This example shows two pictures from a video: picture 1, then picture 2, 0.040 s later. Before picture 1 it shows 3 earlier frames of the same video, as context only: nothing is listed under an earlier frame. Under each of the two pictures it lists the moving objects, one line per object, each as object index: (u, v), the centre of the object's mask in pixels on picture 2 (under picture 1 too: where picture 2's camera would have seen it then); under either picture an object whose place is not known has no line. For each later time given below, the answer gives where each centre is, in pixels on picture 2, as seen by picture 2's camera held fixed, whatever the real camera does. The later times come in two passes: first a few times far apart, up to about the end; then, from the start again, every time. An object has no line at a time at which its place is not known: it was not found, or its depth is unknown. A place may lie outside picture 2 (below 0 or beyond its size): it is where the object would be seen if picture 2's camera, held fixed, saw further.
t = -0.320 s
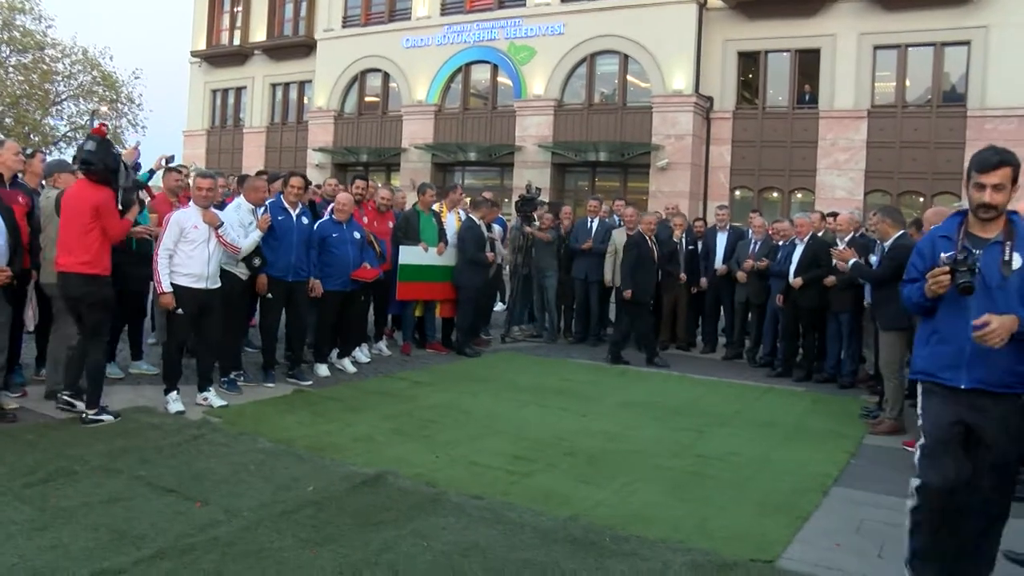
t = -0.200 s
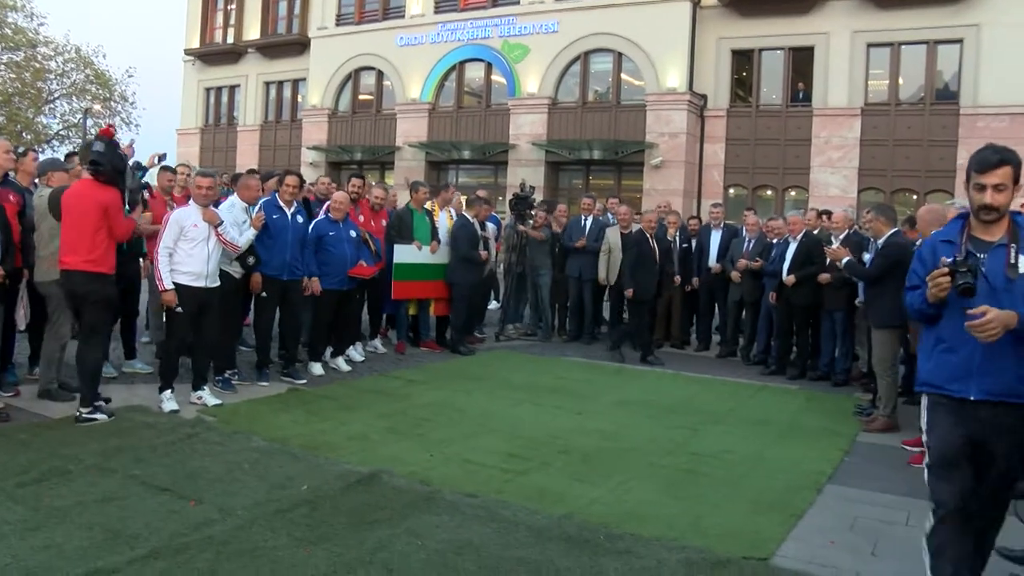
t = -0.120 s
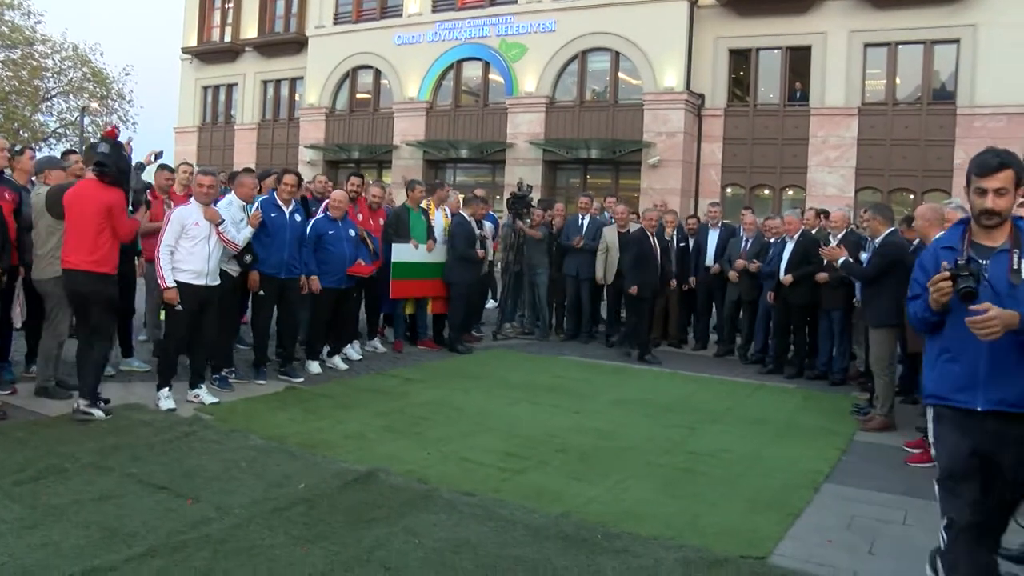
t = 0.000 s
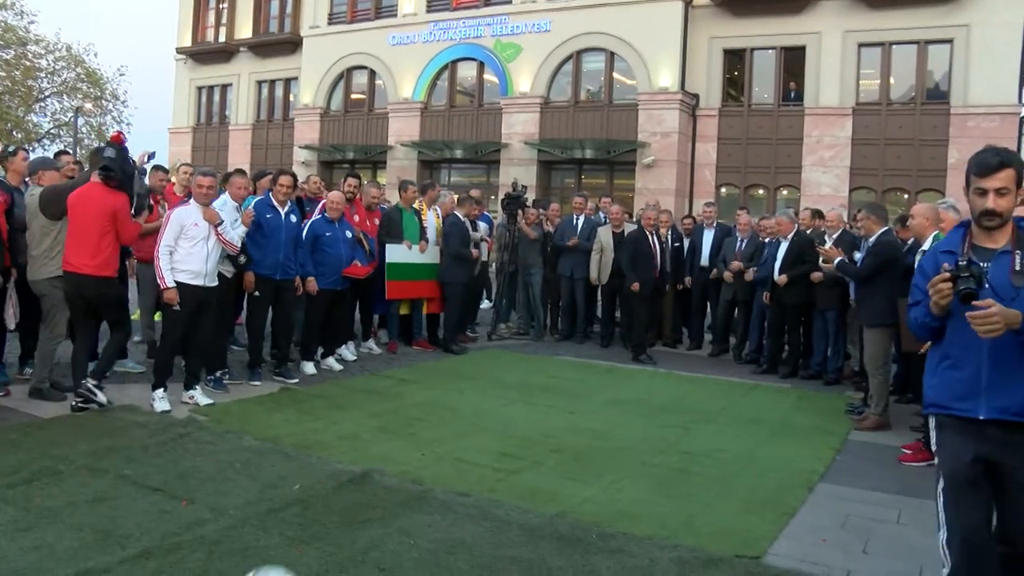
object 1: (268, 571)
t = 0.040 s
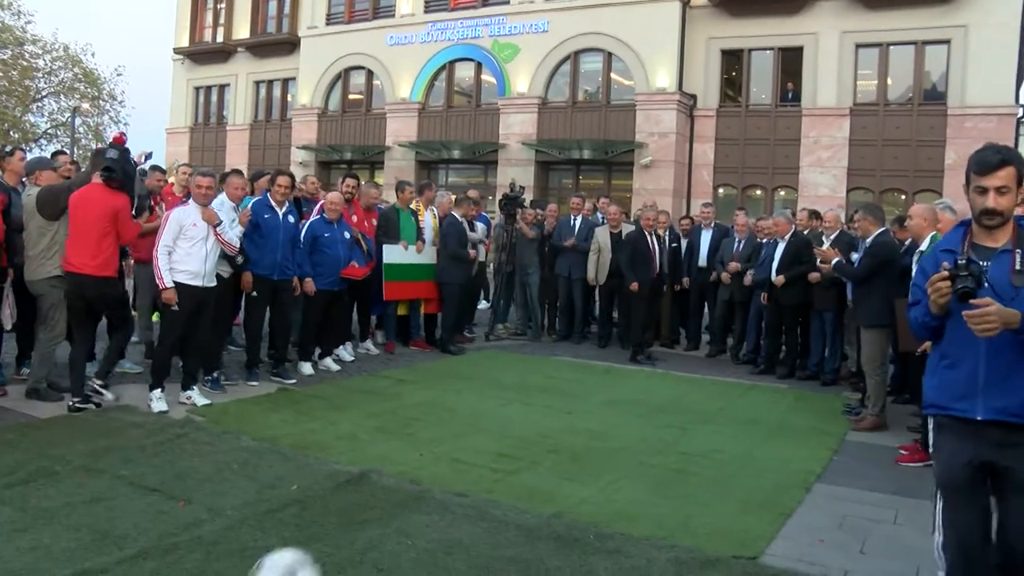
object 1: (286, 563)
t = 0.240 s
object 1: (358, 537)
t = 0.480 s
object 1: (414, 484)
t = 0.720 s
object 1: (454, 441)
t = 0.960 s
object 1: (482, 413)
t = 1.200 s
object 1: (506, 391)
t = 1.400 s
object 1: (521, 381)
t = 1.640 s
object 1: (536, 367)
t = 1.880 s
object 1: (549, 356)
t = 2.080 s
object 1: (558, 348)
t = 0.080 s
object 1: (304, 557)
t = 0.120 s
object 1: (317, 554)
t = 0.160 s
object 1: (331, 551)
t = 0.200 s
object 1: (344, 550)
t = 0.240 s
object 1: (358, 537)
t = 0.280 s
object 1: (369, 517)
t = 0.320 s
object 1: (380, 503)
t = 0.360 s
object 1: (388, 492)
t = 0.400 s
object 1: (398, 486)
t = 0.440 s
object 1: (407, 483)
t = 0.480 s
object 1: (414, 484)
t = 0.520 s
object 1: (421, 472)
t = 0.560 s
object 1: (428, 457)
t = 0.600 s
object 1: (436, 448)
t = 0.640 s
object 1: (442, 442)
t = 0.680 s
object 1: (448, 440)
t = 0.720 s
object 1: (454, 441)
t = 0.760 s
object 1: (459, 438)
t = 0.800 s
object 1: (465, 429)
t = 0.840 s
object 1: (469, 422)
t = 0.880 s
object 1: (474, 420)
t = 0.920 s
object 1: (478, 419)
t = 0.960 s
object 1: (482, 413)
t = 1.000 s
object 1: (487, 406)
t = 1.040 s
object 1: (492, 402)
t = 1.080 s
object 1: (495, 402)
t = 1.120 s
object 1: (498, 401)
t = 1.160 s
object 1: (502, 396)
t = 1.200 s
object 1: (506, 391)
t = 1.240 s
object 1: (509, 389)
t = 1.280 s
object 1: (512, 388)
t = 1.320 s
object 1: (515, 385)
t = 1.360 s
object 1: (518, 382)
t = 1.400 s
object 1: (521, 381)
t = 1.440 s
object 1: (523, 378)
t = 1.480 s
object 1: (526, 375)
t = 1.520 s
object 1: (528, 374)
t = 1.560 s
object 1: (531, 370)
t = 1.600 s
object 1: (533, 369)
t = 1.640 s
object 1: (536, 367)
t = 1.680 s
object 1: (538, 364)
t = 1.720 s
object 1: (540, 363)
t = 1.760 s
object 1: (542, 361)
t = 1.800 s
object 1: (544, 359)
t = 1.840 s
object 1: (546, 358)
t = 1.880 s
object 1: (549, 356)
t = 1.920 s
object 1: (550, 354)
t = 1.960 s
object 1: (552, 353)
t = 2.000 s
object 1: (554, 351)
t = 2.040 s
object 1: (555, 350)
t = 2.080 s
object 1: (558, 348)
